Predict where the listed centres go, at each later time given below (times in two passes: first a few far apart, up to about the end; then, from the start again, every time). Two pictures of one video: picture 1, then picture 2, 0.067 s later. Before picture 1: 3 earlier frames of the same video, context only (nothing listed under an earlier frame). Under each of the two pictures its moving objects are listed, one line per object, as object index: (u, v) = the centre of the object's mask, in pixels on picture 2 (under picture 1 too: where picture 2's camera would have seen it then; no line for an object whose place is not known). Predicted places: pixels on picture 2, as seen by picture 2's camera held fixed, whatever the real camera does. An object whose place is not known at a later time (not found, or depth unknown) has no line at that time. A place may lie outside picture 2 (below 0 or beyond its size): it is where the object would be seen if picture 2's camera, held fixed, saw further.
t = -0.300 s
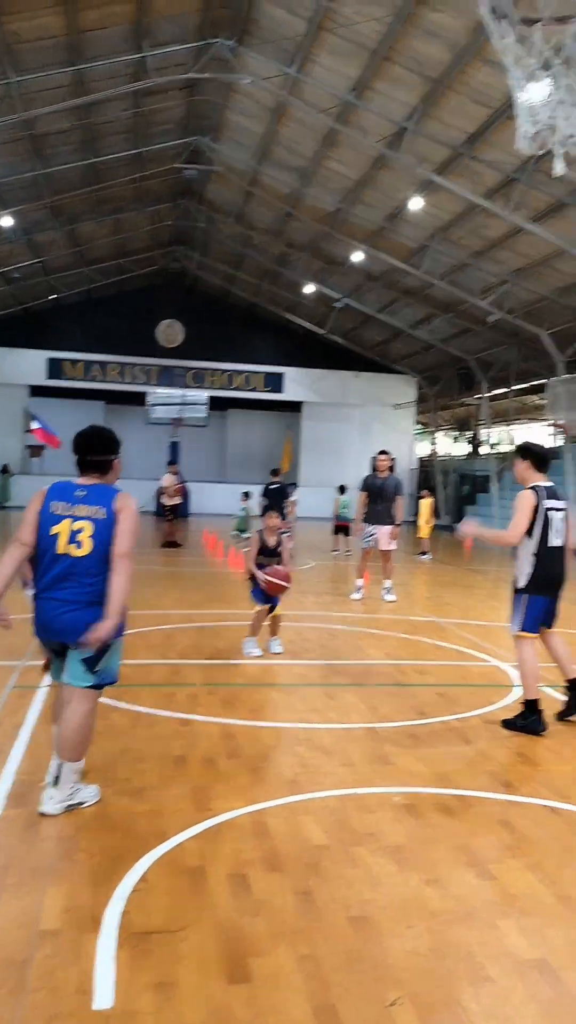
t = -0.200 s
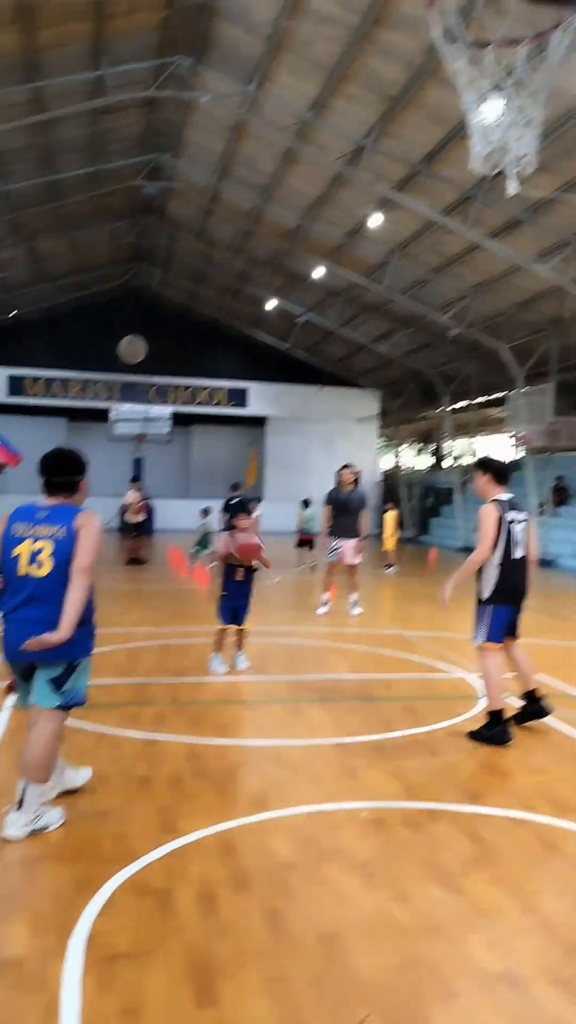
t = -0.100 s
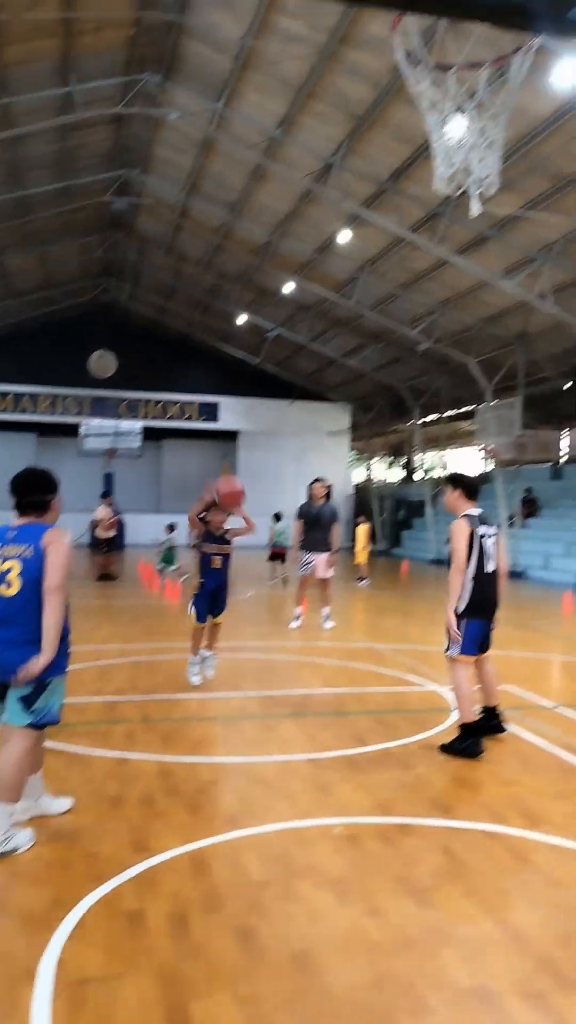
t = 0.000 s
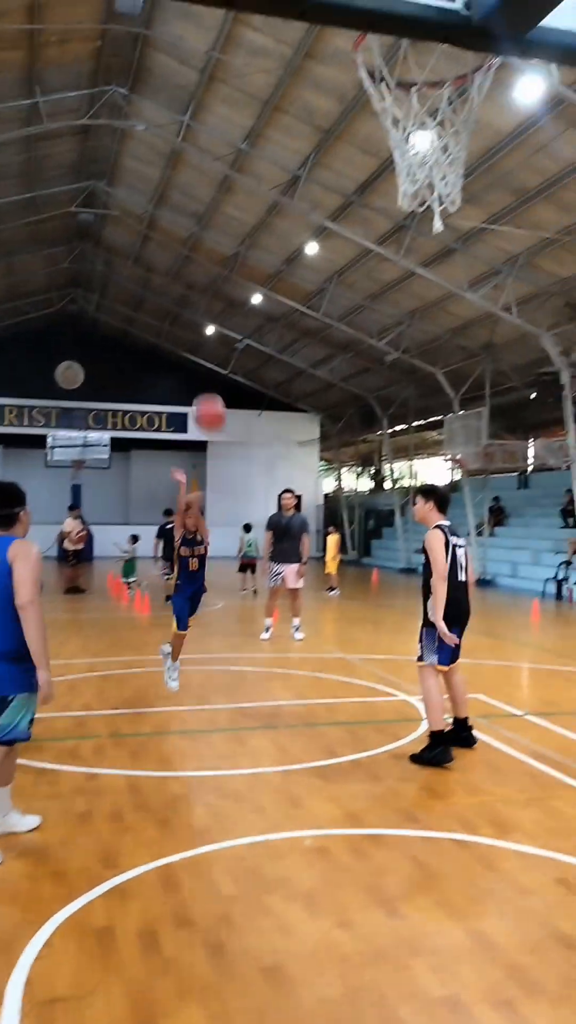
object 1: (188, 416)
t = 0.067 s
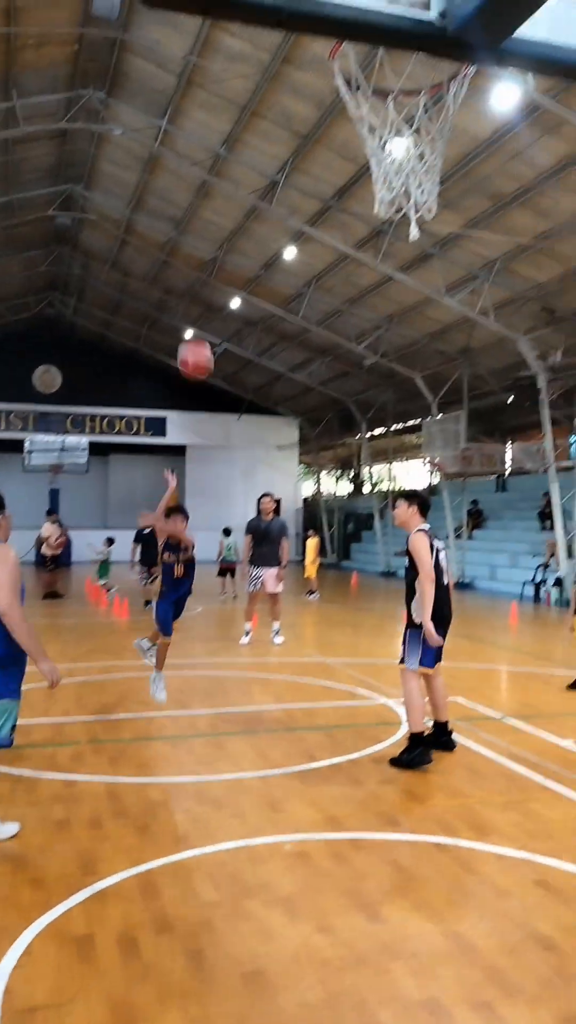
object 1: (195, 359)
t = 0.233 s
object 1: (218, 217)
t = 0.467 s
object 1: (263, 52)
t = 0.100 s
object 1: (199, 330)
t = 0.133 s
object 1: (204, 301)
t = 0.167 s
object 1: (208, 274)
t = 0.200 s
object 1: (213, 244)
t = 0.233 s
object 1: (218, 217)
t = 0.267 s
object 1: (224, 187)
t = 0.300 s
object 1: (230, 162)
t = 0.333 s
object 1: (235, 135)
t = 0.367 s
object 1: (242, 110)
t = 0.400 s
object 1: (248, 83)
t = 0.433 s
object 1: (255, 61)
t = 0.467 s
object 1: (263, 52)
